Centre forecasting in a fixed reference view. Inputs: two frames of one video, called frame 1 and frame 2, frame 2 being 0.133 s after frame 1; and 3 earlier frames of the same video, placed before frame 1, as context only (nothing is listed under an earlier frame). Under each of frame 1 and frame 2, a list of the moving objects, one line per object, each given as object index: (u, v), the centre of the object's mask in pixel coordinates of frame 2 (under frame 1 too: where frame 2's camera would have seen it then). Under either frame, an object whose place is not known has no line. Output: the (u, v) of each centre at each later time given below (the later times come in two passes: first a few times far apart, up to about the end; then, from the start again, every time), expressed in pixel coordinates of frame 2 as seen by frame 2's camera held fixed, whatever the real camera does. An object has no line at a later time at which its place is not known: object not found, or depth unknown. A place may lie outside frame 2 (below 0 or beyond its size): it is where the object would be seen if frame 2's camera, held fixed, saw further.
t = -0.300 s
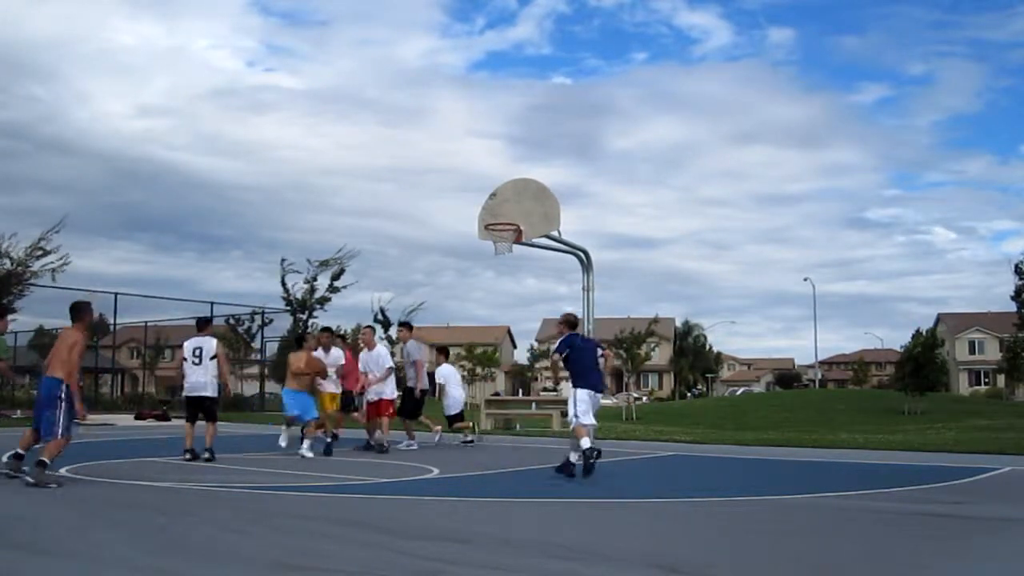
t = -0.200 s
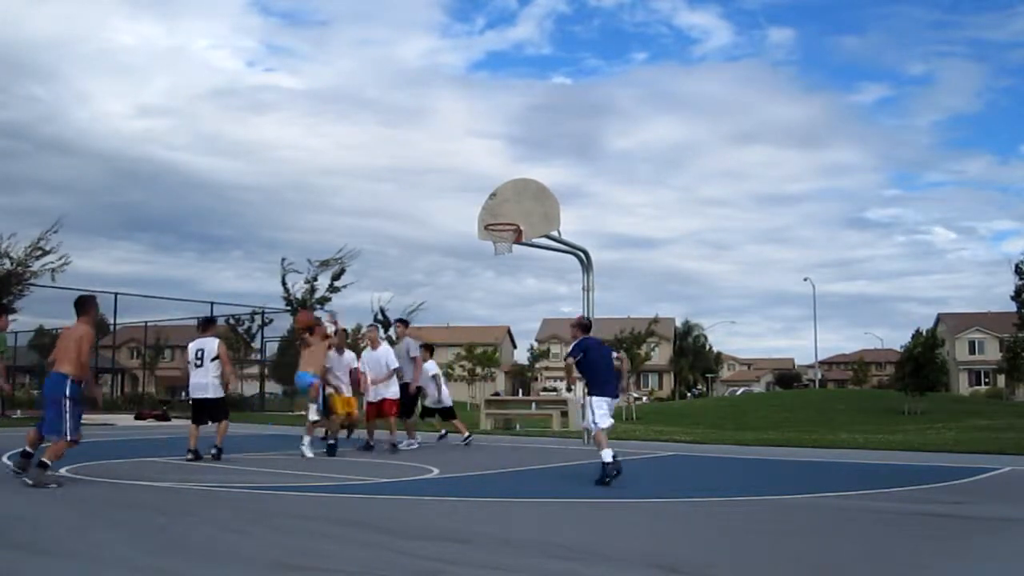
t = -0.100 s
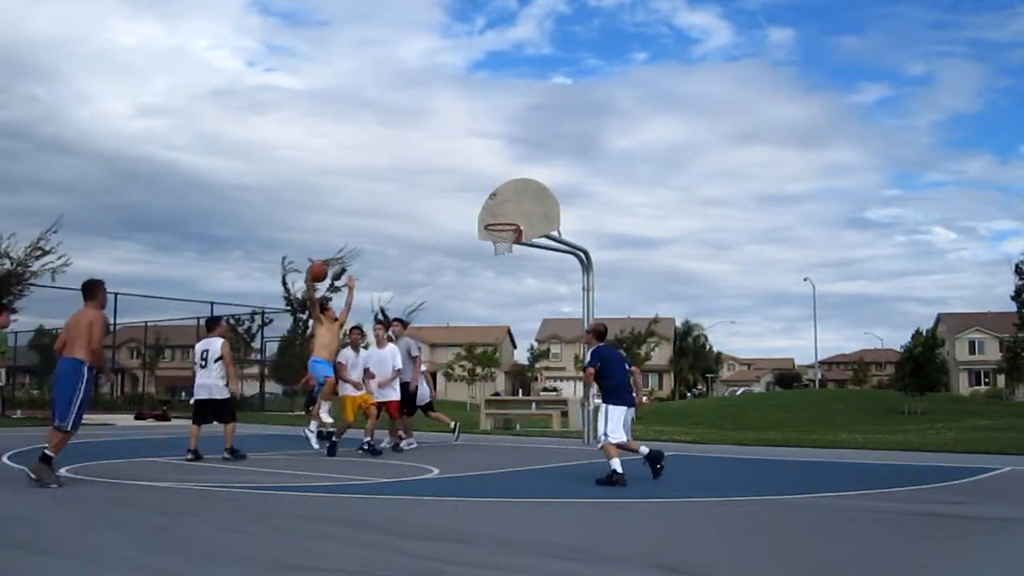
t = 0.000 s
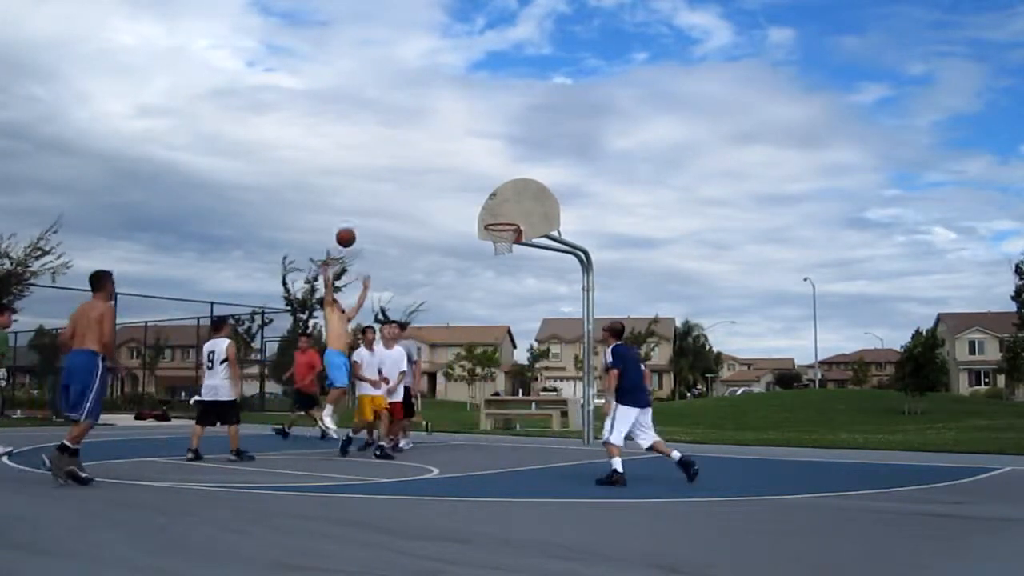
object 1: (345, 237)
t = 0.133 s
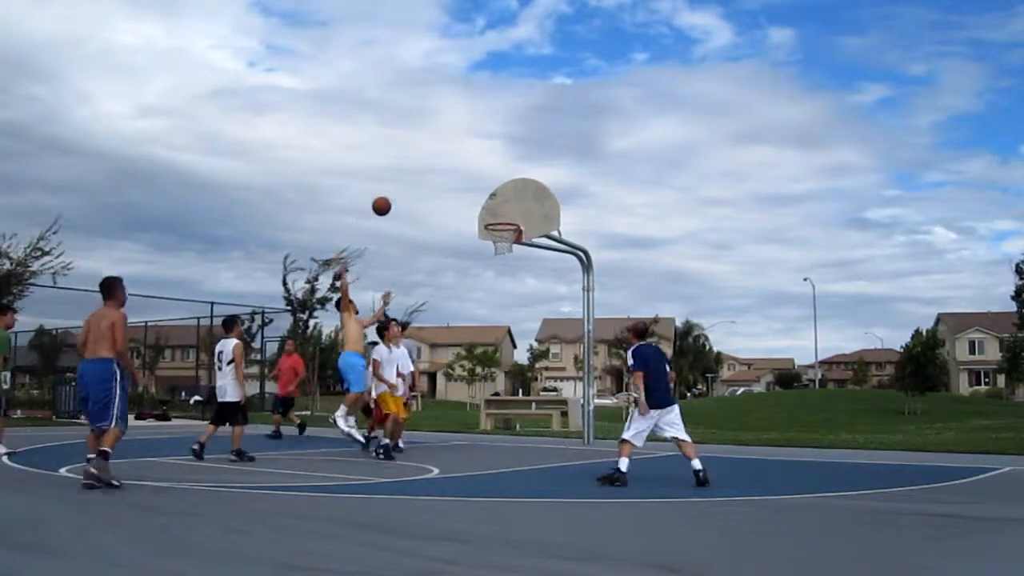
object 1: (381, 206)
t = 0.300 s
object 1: (422, 189)
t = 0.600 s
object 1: (489, 211)
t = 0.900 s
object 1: (497, 240)
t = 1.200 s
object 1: (507, 260)
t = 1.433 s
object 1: (514, 304)
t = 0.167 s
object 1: (390, 201)
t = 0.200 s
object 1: (398, 196)
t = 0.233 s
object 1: (406, 193)
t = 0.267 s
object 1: (414, 190)
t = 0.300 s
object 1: (422, 189)
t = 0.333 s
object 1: (430, 188)
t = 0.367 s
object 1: (438, 188)
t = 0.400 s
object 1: (446, 189)
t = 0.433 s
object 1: (453, 191)
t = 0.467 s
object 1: (461, 193)
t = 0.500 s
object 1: (468, 197)
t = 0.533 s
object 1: (475, 201)
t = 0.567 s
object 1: (482, 206)
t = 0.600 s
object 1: (489, 211)
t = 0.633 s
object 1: (496, 217)
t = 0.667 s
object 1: (503, 224)
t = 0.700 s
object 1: (503, 230)
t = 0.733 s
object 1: (499, 233)
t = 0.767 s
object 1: (497, 238)
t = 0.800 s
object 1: (495, 237)
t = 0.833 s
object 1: (495, 238)
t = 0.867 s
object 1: (496, 239)
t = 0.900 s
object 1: (497, 240)
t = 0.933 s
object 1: (498, 241)
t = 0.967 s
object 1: (499, 243)
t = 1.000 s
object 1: (500, 245)
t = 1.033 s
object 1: (500, 250)
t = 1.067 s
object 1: (502, 252)
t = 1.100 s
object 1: (503, 254)
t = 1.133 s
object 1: (505, 254)
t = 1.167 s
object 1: (505, 257)
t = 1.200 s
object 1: (507, 260)
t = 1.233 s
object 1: (508, 263)
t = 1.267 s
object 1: (509, 268)
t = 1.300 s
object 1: (510, 274)
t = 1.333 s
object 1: (511, 280)
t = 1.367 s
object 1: (512, 288)
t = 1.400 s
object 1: (513, 296)
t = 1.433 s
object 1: (514, 304)
